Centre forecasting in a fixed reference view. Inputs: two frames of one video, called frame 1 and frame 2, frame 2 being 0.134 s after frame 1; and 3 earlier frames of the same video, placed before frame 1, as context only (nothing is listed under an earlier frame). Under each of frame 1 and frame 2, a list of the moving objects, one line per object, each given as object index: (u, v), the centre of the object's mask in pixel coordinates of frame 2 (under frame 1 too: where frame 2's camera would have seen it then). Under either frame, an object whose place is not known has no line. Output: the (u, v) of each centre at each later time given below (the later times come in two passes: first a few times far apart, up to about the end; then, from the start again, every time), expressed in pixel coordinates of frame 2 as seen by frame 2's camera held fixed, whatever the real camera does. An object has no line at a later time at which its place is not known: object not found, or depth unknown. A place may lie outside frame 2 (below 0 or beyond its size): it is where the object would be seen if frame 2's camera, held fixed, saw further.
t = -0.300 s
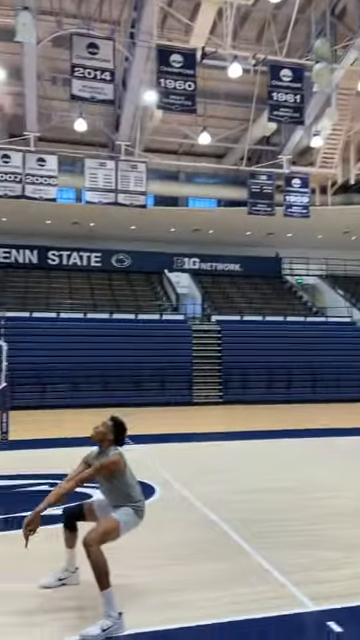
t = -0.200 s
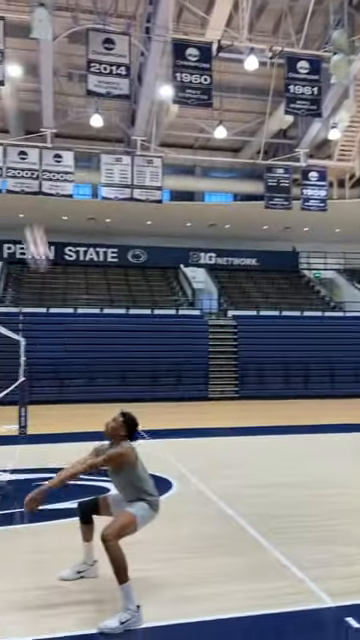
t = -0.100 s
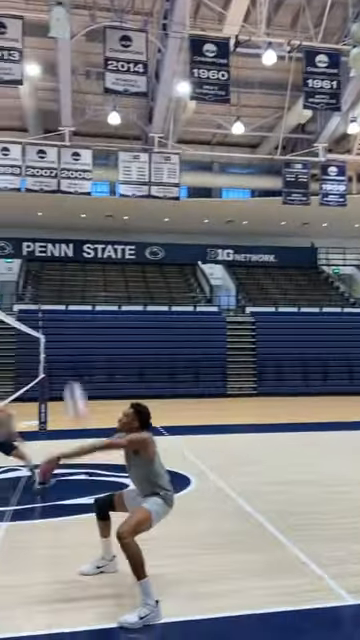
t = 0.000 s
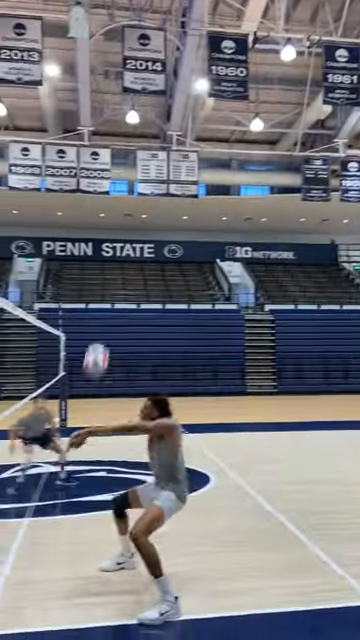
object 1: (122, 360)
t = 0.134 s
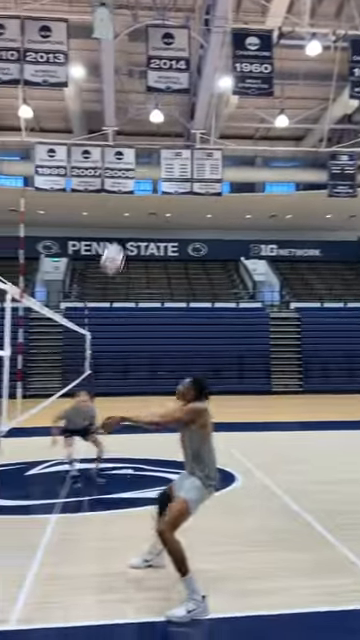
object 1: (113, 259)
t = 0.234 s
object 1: (105, 204)
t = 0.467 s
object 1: (94, 121)
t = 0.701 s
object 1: (86, 101)
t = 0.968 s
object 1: (75, 135)
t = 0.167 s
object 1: (110, 239)
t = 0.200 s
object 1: (108, 219)
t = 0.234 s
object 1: (105, 204)
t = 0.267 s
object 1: (104, 186)
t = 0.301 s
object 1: (107, 168)
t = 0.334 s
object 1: (101, 159)
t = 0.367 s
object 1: (99, 149)
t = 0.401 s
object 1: (97, 137)
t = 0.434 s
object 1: (96, 130)
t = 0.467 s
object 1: (94, 121)
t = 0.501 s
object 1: (94, 116)
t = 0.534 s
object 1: (93, 110)
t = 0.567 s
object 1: (91, 105)
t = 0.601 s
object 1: (89, 103)
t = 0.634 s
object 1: (88, 101)
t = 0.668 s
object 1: (87, 101)
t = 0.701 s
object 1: (86, 101)
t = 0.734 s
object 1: (84, 101)
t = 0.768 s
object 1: (82, 104)
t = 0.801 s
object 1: (81, 108)
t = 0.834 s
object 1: (81, 111)
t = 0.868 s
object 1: (80, 116)
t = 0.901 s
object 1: (78, 123)
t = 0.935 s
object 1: (76, 129)
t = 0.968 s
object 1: (75, 135)
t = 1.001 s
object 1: (73, 143)
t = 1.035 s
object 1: (71, 152)
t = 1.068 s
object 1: (70, 165)
